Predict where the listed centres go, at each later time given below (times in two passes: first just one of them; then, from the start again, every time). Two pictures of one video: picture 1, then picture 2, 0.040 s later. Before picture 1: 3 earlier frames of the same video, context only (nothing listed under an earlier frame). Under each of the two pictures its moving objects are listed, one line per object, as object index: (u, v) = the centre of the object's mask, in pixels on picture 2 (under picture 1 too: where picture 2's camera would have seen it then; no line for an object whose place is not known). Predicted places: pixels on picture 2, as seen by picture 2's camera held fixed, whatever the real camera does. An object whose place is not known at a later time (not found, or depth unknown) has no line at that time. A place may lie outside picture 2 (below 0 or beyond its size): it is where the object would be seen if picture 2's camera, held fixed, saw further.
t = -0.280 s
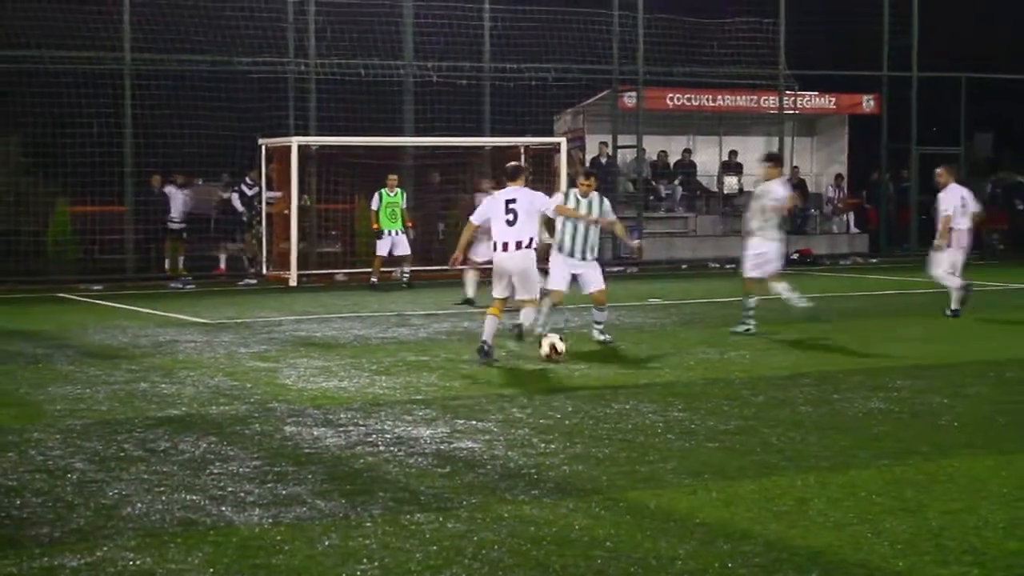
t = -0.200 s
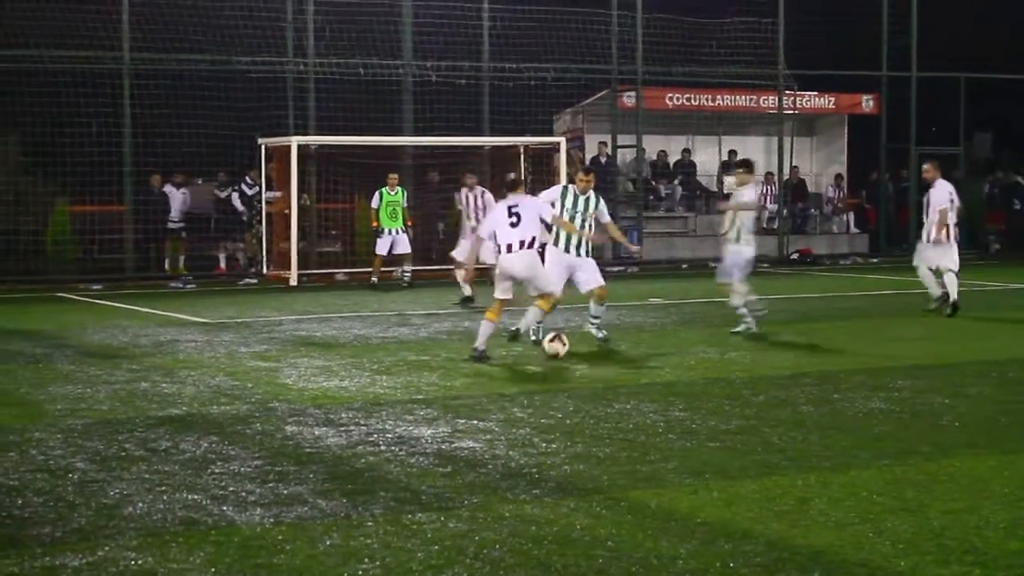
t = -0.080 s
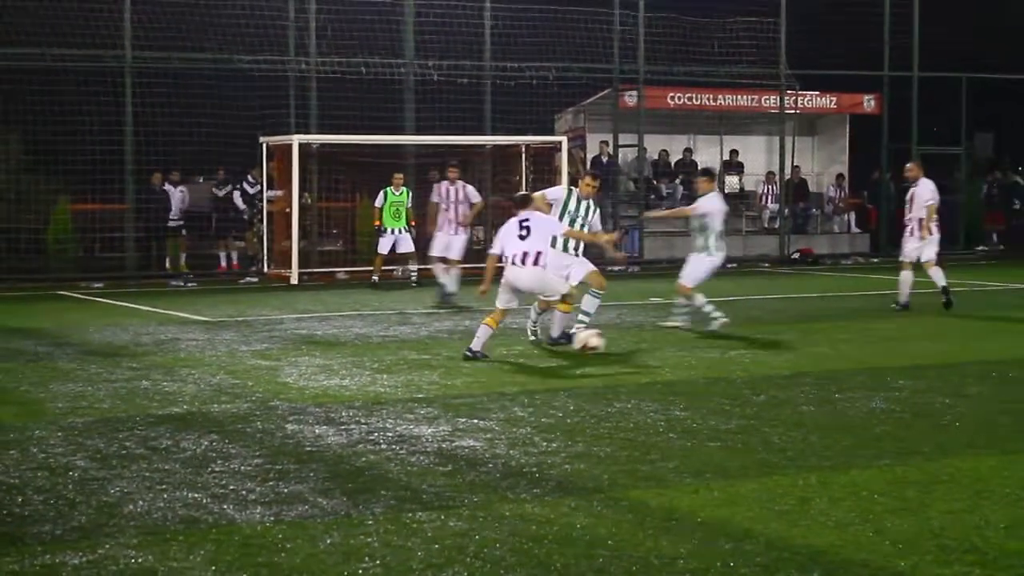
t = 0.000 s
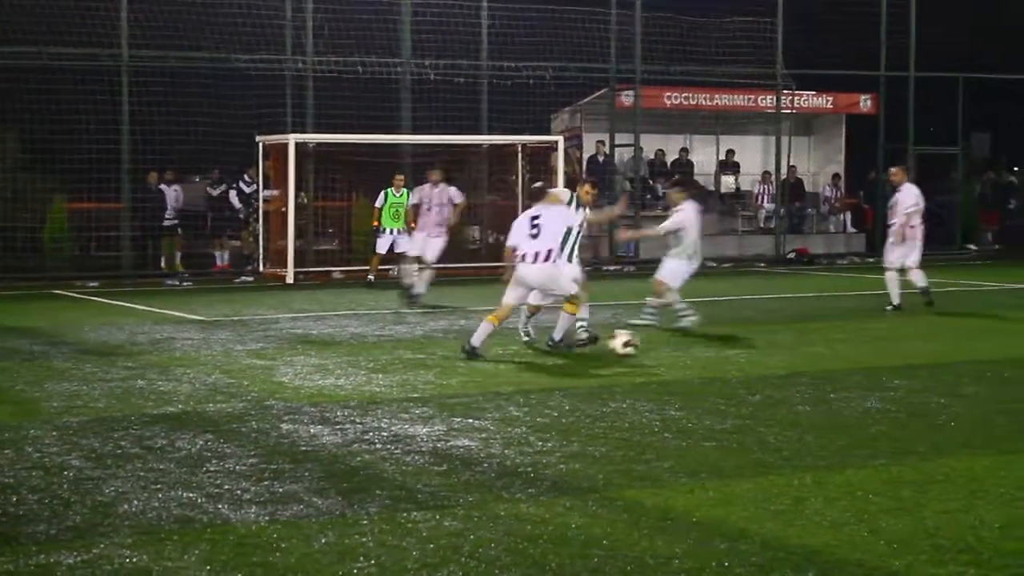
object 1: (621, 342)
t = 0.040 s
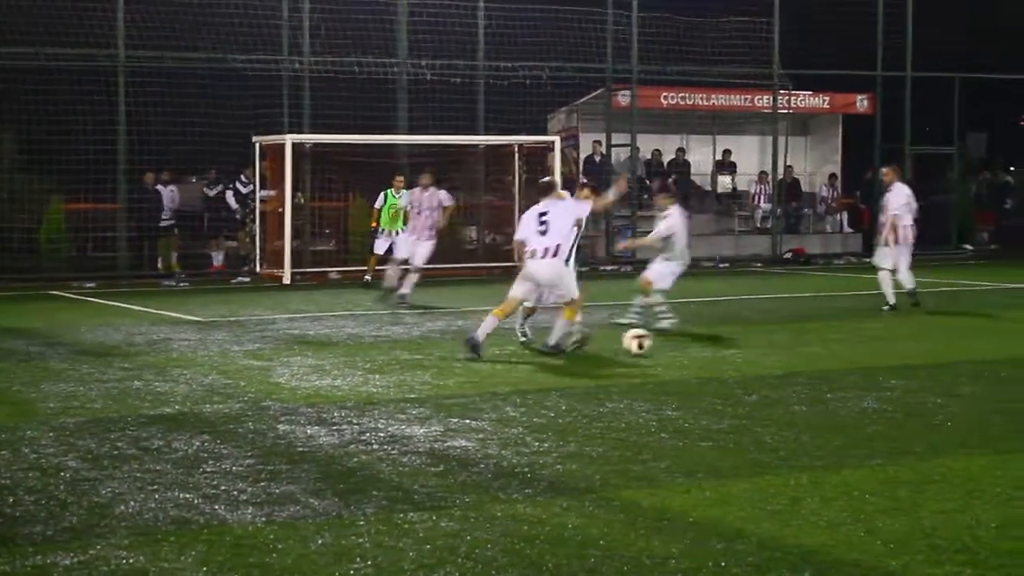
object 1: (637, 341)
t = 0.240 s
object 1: (710, 341)
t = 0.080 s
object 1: (652, 340)
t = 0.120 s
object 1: (668, 340)
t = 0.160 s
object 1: (684, 342)
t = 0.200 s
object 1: (698, 340)
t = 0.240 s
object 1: (710, 341)
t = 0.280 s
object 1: (723, 340)
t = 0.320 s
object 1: (736, 339)
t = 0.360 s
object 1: (750, 339)
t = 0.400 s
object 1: (763, 339)
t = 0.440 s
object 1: (775, 338)
